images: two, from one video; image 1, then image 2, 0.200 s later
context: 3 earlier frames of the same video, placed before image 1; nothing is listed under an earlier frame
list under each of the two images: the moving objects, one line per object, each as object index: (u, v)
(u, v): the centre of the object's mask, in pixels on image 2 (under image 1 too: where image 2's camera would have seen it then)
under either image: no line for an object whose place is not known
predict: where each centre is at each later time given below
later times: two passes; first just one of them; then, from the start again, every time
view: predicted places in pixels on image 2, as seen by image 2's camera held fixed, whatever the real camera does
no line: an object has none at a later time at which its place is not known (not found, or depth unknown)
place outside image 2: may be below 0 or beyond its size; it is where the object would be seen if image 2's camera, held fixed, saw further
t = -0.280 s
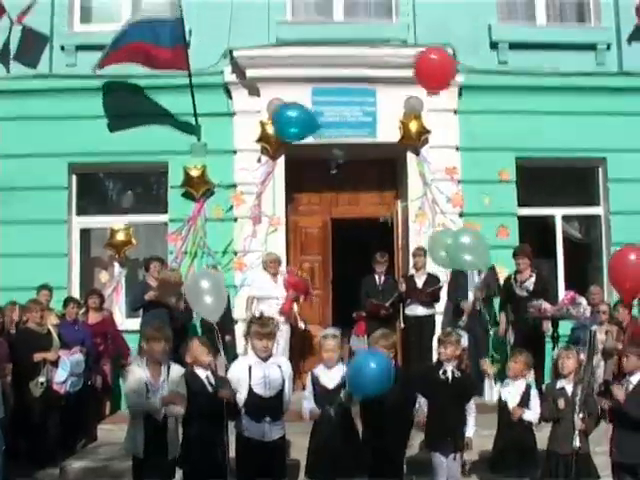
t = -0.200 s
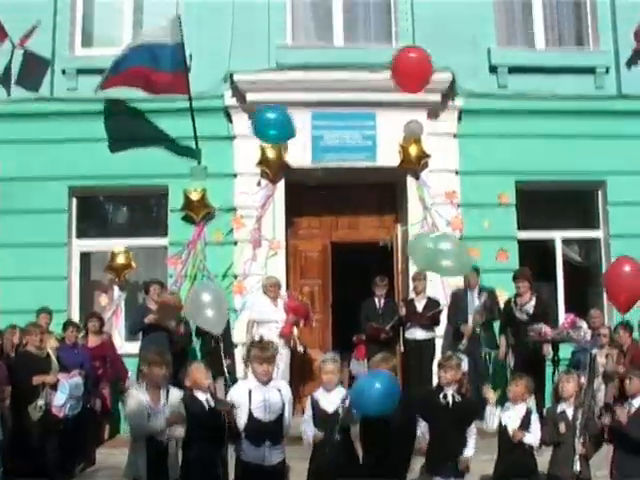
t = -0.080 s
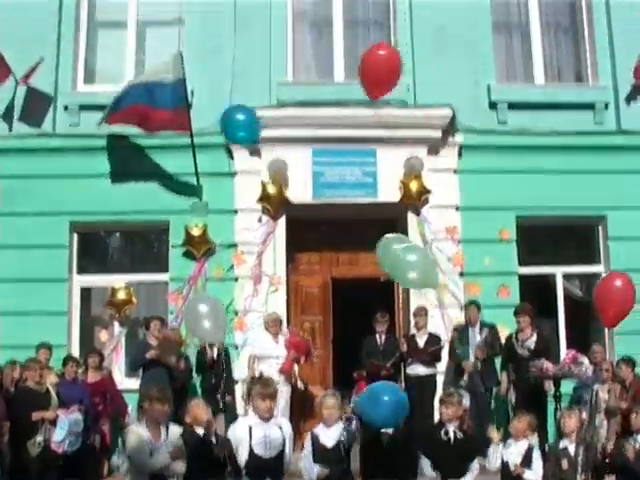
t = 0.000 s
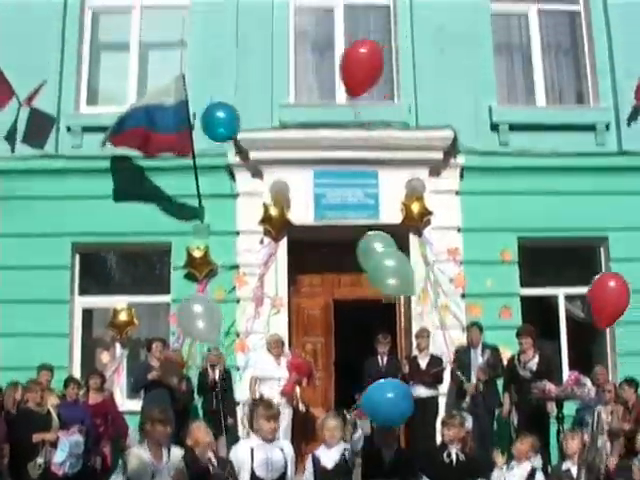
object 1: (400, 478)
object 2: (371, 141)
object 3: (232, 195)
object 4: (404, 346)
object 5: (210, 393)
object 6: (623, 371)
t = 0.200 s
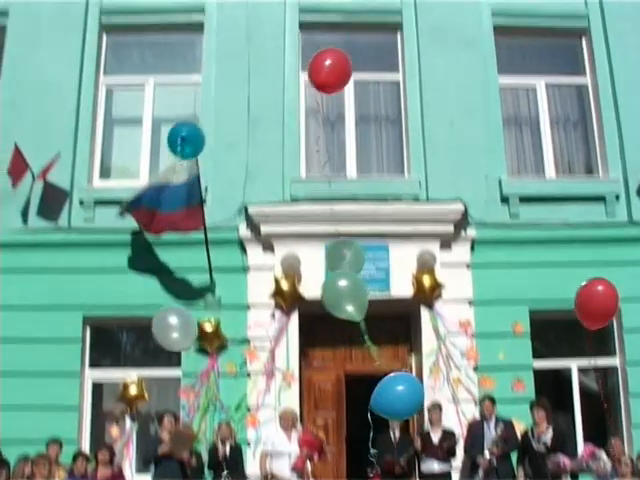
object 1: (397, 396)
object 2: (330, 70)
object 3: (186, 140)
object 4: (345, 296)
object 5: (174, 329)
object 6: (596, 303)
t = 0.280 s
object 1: (391, 358)
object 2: (317, 43)
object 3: (170, 125)
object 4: (324, 268)
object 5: (156, 302)
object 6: (584, 274)
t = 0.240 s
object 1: (395, 378)
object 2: (323, 57)
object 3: (178, 132)
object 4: (335, 284)
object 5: (165, 316)
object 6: (591, 289)
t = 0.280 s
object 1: (391, 358)
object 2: (317, 43)
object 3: (170, 125)
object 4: (324, 268)
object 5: (156, 302)
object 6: (584, 274)
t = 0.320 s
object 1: (386, 338)
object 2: (311, 31)
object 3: (162, 118)
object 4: (313, 252)
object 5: (146, 289)
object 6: (577, 260)
